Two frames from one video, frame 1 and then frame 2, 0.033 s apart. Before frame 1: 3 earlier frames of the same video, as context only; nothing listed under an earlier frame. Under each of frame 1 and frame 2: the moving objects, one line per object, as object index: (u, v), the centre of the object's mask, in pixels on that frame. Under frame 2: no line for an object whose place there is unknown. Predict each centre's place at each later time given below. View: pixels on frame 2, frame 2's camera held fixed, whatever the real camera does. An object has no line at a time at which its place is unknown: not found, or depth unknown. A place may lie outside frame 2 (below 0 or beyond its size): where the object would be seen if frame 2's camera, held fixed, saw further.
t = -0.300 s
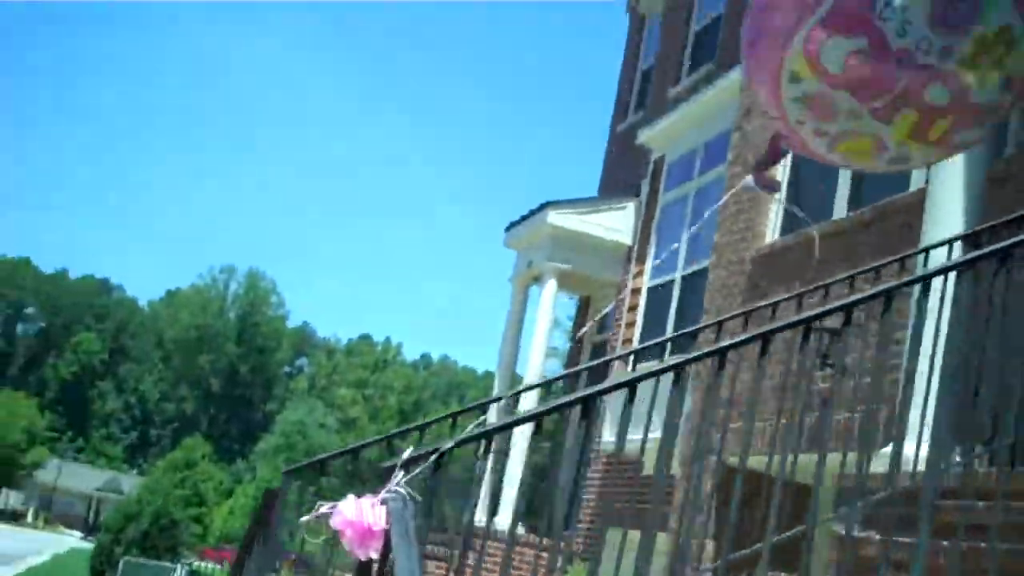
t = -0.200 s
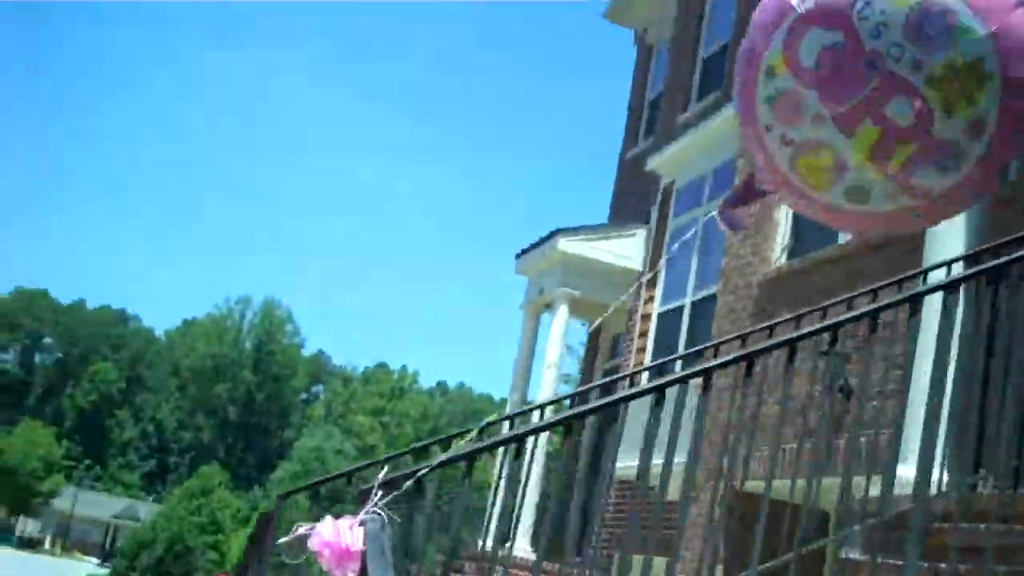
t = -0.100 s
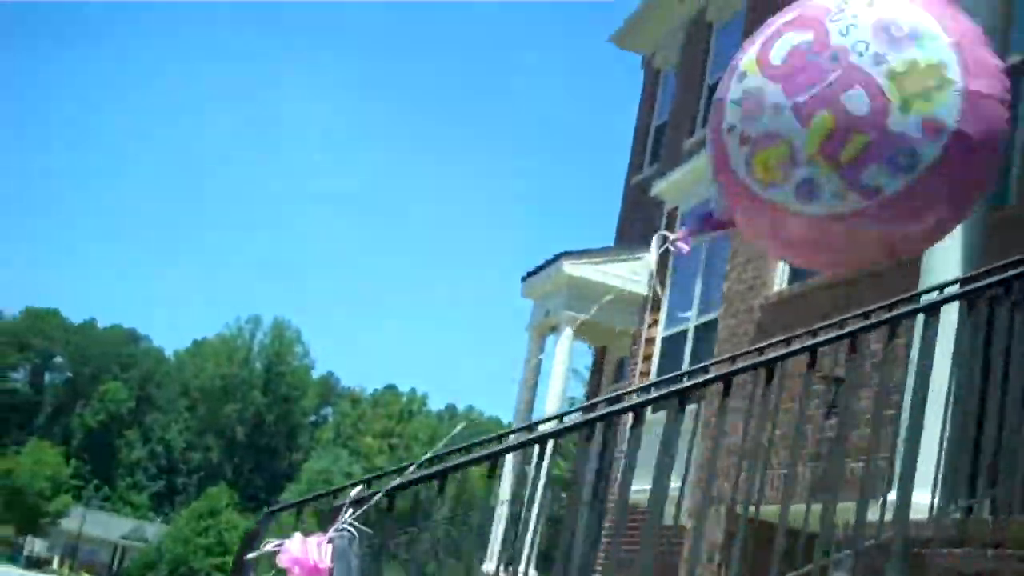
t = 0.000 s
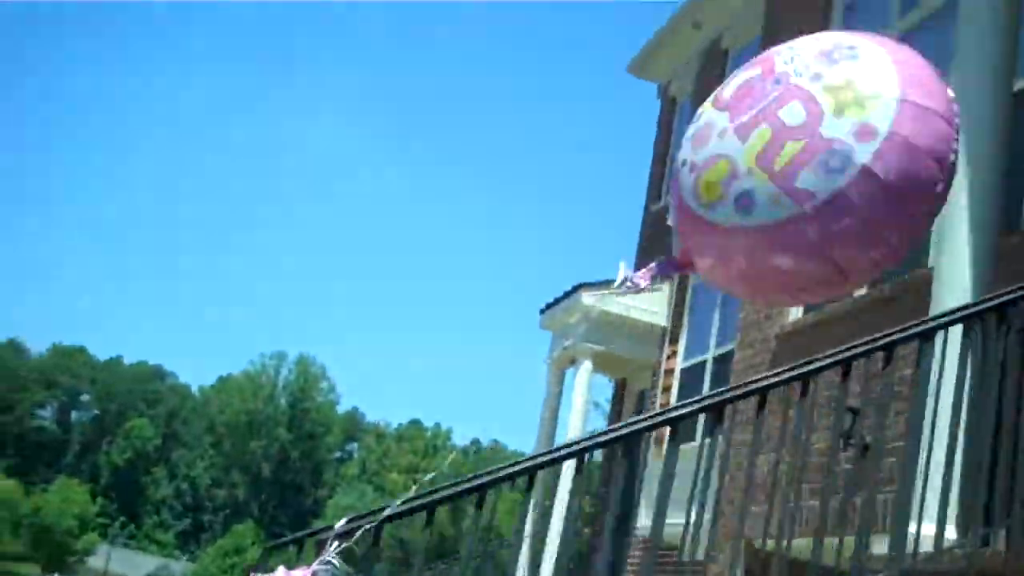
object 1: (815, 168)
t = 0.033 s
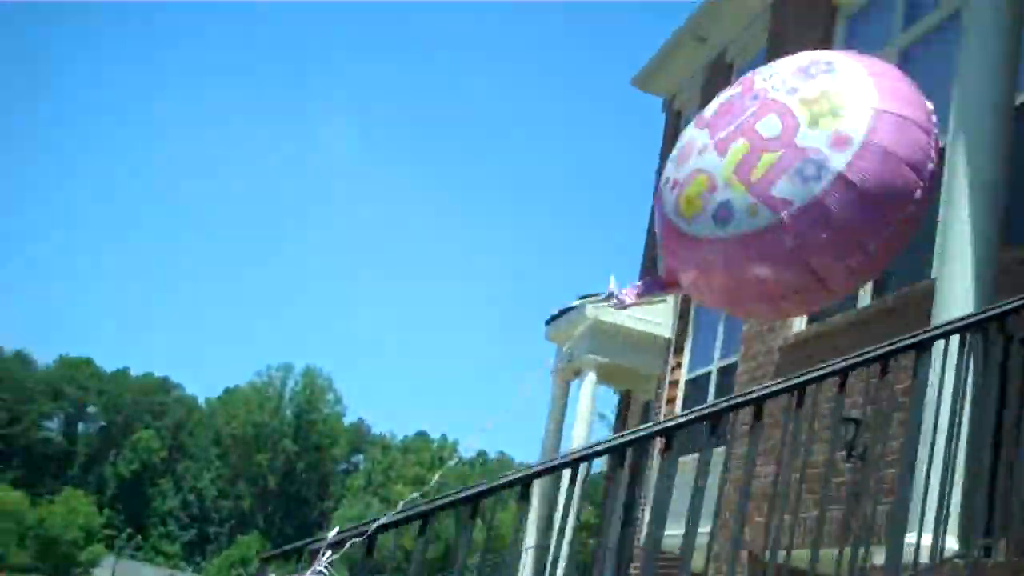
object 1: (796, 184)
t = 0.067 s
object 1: (778, 187)
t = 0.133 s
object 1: (741, 192)
